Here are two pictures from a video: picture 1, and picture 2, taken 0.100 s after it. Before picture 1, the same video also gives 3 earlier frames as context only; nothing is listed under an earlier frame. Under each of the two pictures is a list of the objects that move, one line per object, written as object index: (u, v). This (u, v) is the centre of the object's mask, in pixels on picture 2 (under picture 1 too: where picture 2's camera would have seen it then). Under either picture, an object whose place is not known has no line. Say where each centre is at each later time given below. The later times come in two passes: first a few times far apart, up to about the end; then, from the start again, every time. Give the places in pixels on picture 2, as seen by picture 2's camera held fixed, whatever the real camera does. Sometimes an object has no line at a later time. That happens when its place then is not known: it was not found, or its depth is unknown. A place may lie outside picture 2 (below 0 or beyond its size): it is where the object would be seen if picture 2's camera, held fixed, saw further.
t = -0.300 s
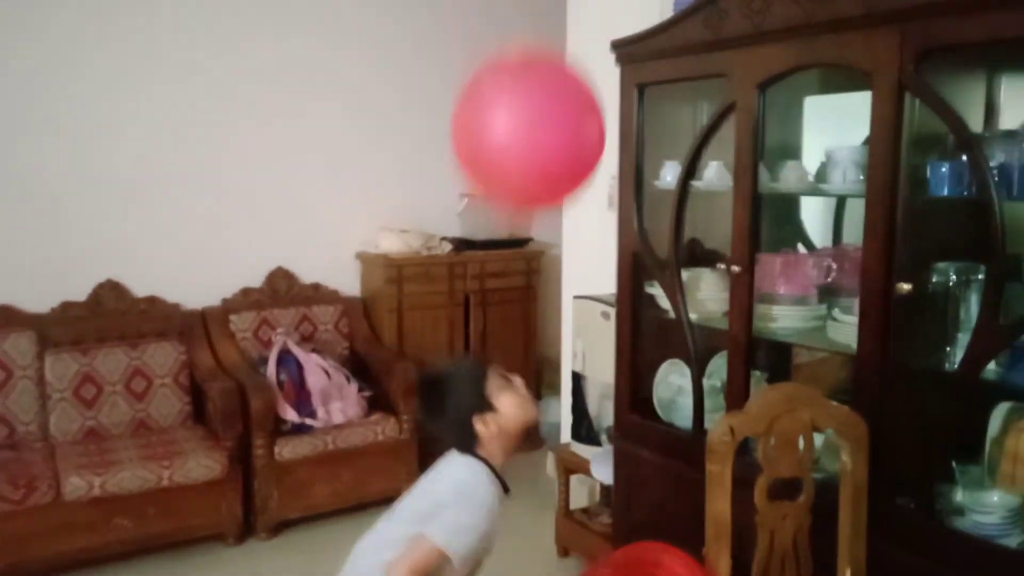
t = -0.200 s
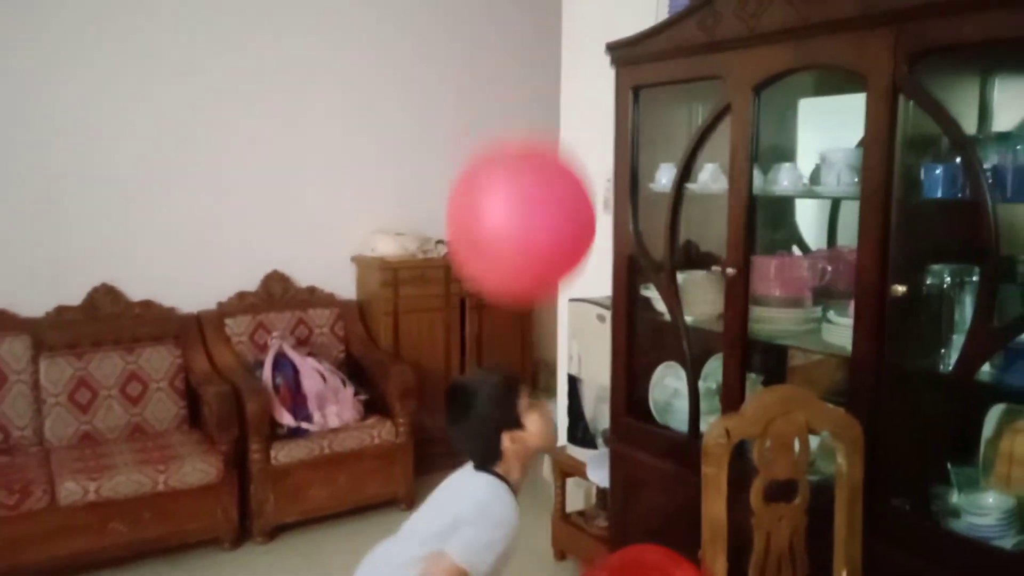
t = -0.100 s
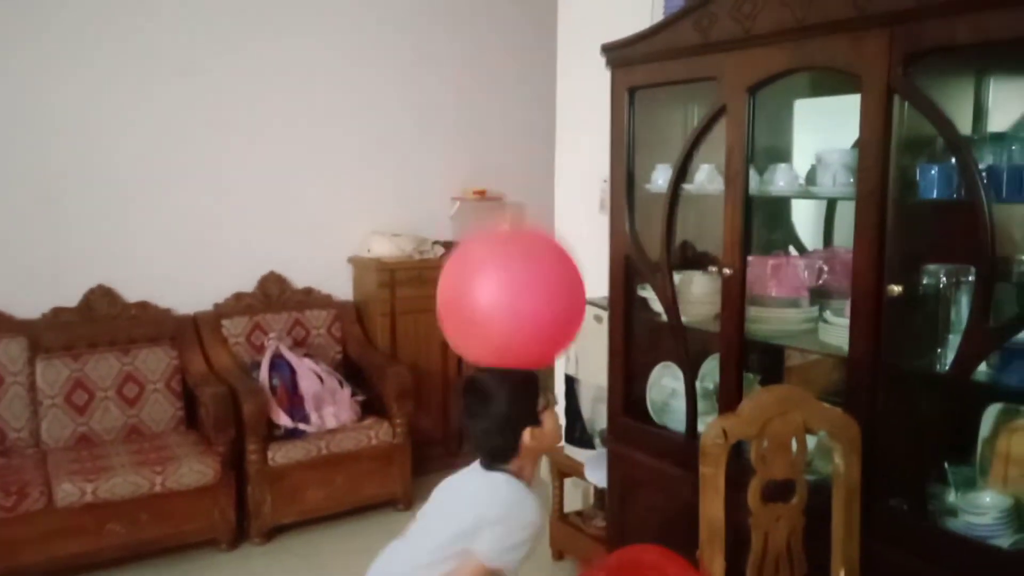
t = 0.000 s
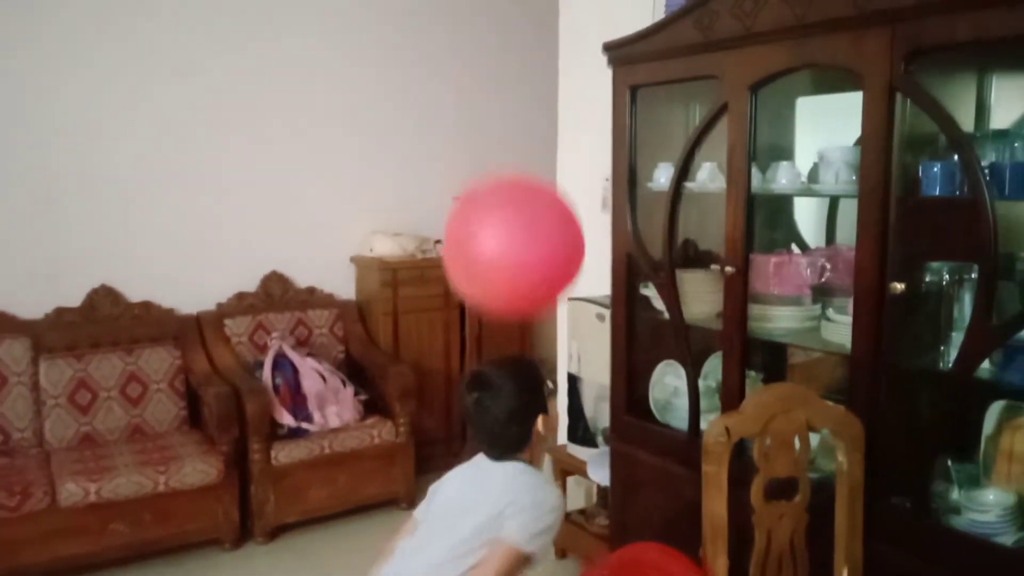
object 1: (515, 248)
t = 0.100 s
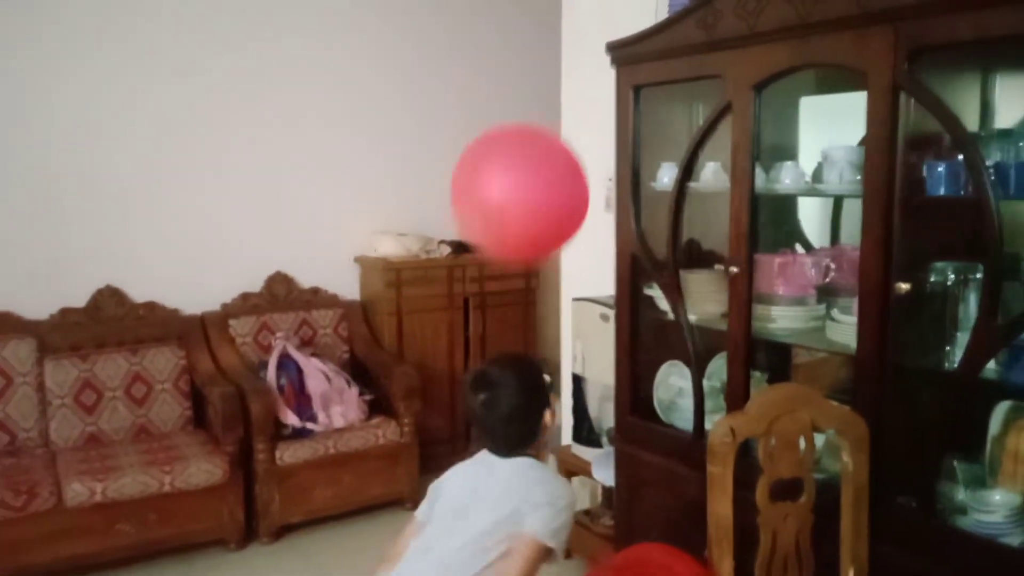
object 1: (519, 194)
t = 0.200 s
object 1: (521, 153)
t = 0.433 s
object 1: (527, 108)
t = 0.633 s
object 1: (531, 112)
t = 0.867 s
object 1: (533, 161)
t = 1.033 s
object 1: (533, 219)
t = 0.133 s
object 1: (520, 178)
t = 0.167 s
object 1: (521, 166)
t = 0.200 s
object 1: (521, 153)
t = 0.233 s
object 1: (522, 144)
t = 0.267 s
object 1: (523, 134)
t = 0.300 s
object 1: (524, 127)
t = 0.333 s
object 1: (525, 120)
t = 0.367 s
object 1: (525, 115)
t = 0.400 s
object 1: (526, 111)
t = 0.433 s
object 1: (527, 108)
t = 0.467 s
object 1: (527, 106)
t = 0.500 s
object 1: (528, 105)
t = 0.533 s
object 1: (528, 106)
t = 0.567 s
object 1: (529, 106)
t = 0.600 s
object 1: (530, 109)
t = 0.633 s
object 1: (531, 112)
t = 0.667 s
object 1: (531, 116)
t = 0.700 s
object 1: (532, 121)
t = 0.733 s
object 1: (533, 127)
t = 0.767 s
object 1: (533, 135)
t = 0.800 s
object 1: (533, 143)
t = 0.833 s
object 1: (533, 151)
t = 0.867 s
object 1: (533, 161)
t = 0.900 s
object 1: (533, 171)
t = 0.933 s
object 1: (534, 181)
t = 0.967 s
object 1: (534, 194)
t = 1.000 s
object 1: (534, 206)
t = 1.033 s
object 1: (533, 219)
